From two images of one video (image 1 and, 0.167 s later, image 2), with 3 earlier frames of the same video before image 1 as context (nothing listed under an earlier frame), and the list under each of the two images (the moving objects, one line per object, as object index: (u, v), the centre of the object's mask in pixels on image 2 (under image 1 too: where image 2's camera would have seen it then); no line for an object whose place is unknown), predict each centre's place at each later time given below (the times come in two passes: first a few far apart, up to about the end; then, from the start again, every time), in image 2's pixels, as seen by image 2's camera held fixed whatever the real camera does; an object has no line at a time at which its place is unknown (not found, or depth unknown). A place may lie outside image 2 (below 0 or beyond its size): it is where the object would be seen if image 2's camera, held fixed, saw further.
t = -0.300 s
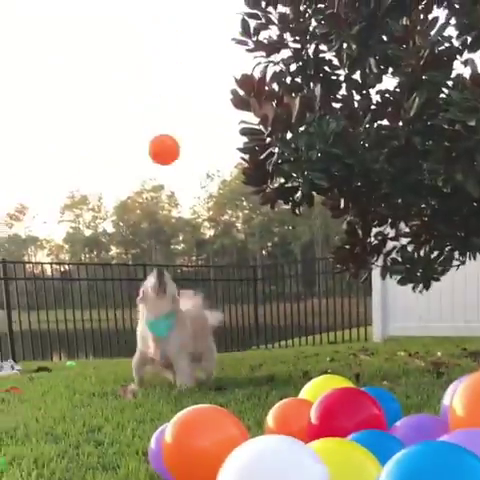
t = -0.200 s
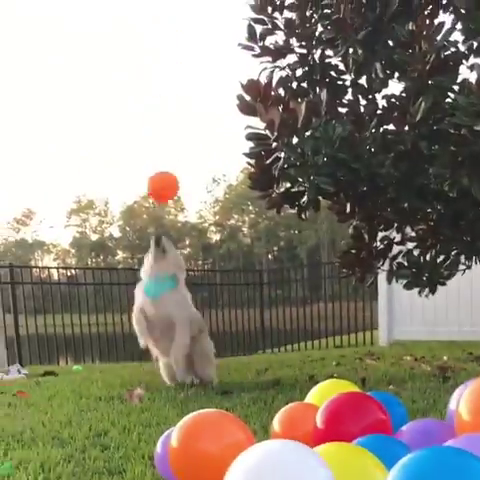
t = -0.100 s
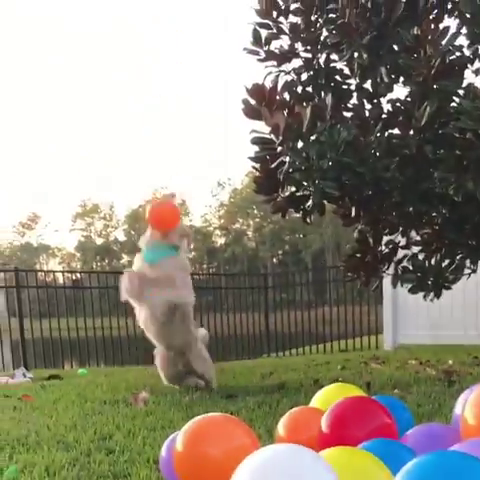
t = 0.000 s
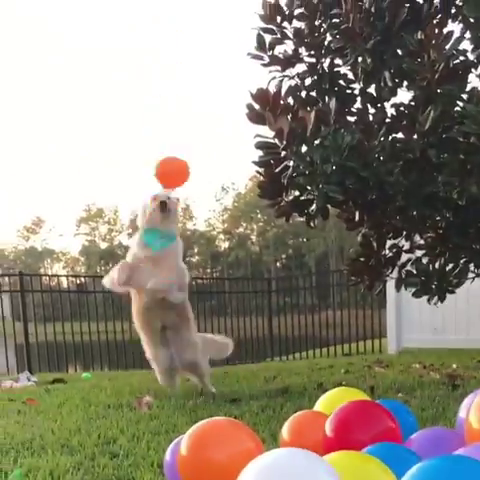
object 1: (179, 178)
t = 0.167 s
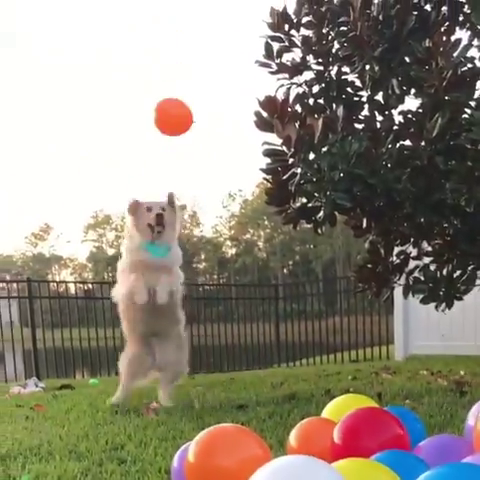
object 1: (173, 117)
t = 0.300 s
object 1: (159, 101)
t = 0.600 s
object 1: (130, 126)
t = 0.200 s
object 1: (170, 110)
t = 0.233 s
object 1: (166, 105)
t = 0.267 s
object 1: (163, 102)
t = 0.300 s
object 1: (159, 101)
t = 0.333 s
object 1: (155, 100)
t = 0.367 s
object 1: (152, 101)
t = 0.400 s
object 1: (149, 102)
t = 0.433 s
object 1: (145, 104)
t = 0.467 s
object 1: (141, 107)
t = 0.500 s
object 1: (139, 111)
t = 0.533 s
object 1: (136, 115)
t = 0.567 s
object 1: (133, 120)
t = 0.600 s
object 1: (130, 126)
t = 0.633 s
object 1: (127, 132)
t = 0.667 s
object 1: (123, 139)
